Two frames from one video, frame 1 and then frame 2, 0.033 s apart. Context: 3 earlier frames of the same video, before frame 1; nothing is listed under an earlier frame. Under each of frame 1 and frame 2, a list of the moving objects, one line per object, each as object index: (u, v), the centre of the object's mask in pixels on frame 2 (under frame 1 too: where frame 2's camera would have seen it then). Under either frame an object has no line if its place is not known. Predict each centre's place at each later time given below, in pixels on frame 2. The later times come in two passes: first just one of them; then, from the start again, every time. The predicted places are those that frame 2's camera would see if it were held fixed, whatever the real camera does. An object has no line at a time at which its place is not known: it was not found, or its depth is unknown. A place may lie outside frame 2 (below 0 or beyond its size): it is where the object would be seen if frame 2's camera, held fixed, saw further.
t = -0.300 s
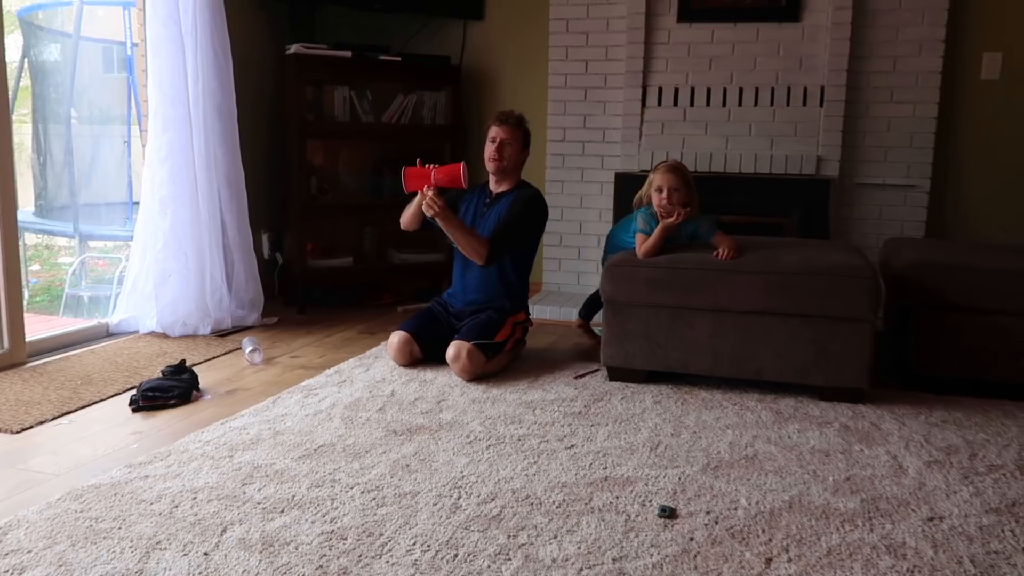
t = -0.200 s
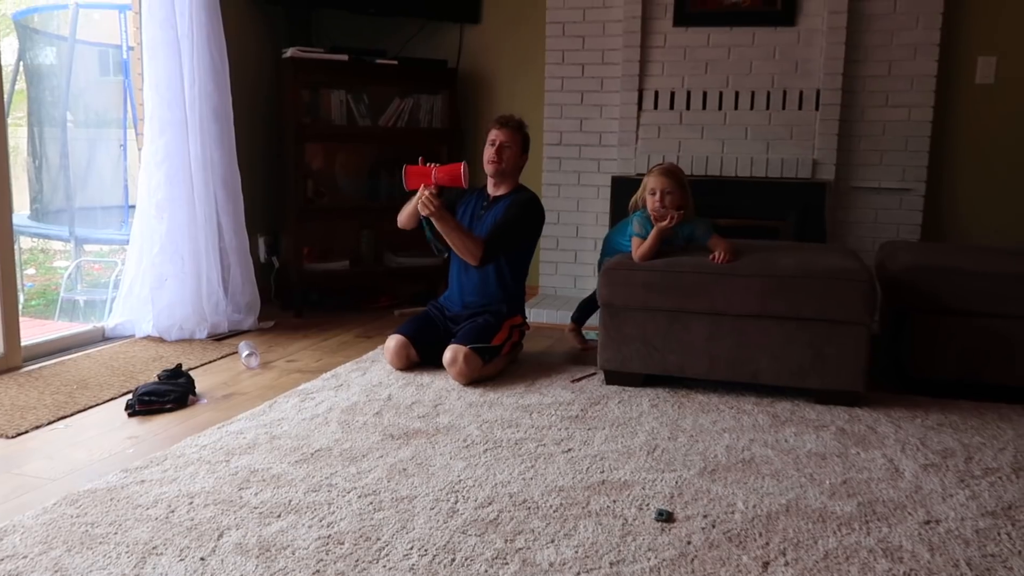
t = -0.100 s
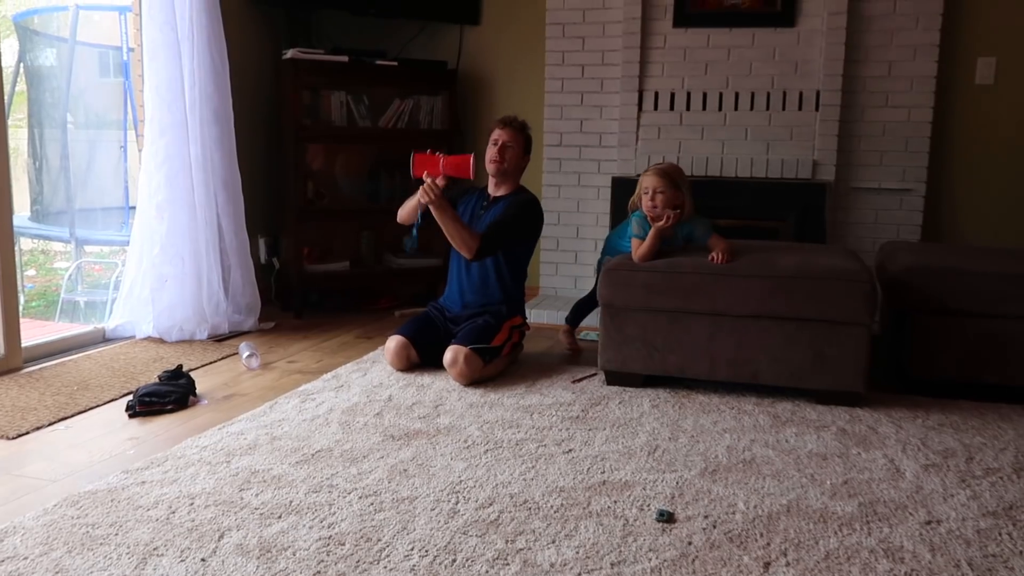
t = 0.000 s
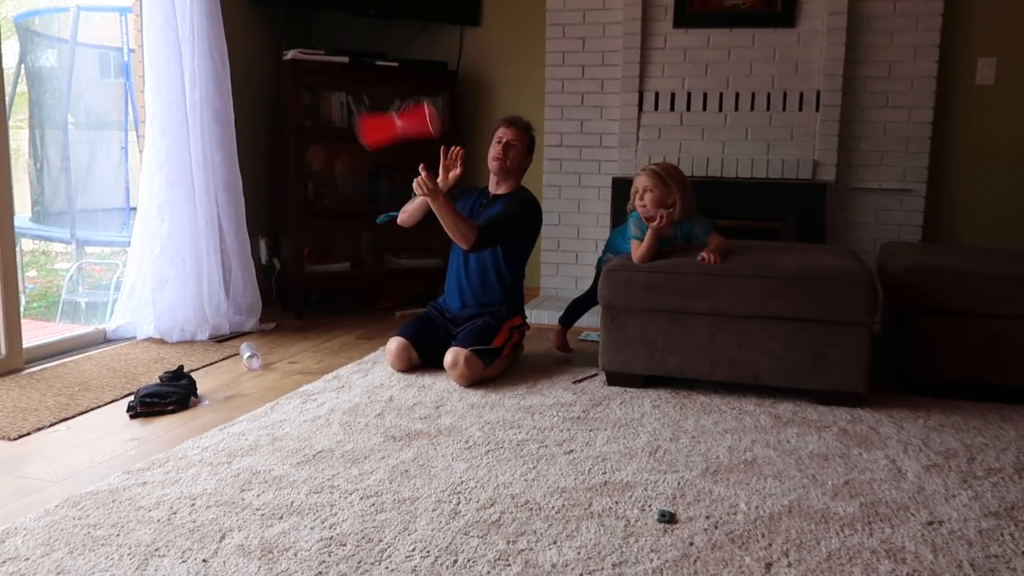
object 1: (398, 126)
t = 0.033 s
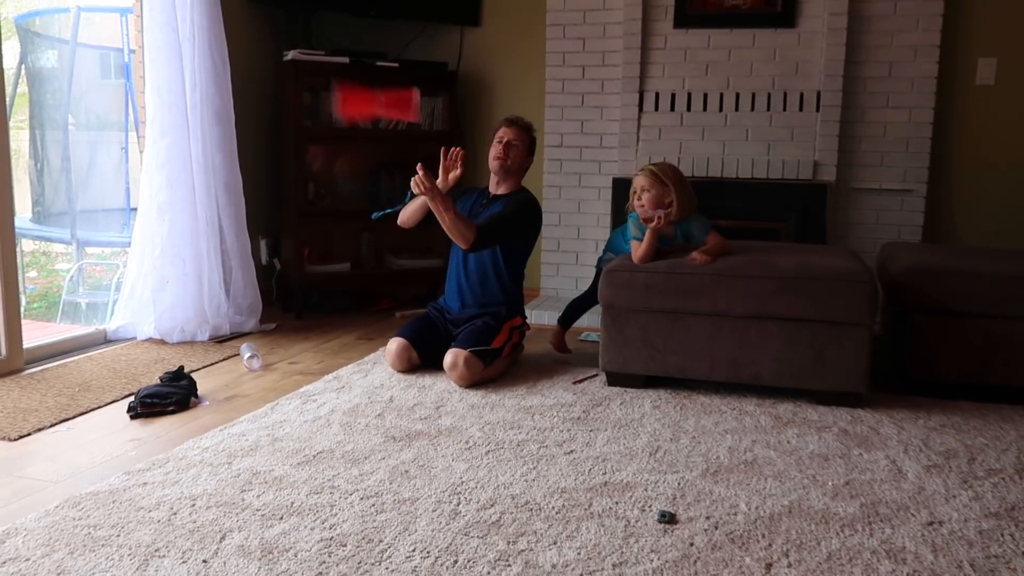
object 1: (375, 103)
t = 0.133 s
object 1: (307, 26)
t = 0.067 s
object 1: (355, 80)
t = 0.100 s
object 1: (333, 53)
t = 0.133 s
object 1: (307, 26)
